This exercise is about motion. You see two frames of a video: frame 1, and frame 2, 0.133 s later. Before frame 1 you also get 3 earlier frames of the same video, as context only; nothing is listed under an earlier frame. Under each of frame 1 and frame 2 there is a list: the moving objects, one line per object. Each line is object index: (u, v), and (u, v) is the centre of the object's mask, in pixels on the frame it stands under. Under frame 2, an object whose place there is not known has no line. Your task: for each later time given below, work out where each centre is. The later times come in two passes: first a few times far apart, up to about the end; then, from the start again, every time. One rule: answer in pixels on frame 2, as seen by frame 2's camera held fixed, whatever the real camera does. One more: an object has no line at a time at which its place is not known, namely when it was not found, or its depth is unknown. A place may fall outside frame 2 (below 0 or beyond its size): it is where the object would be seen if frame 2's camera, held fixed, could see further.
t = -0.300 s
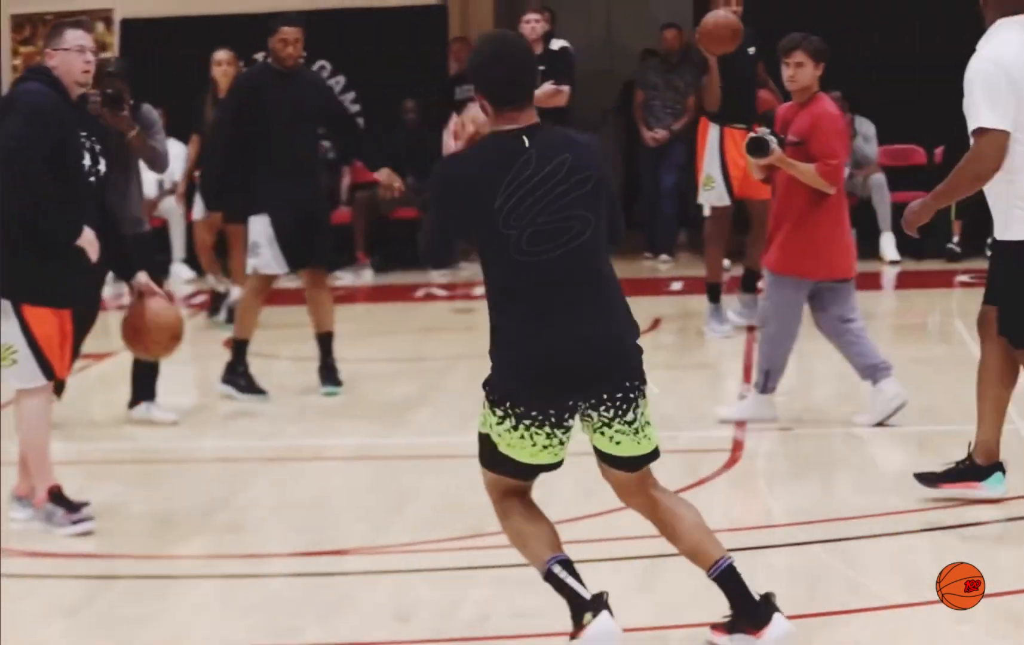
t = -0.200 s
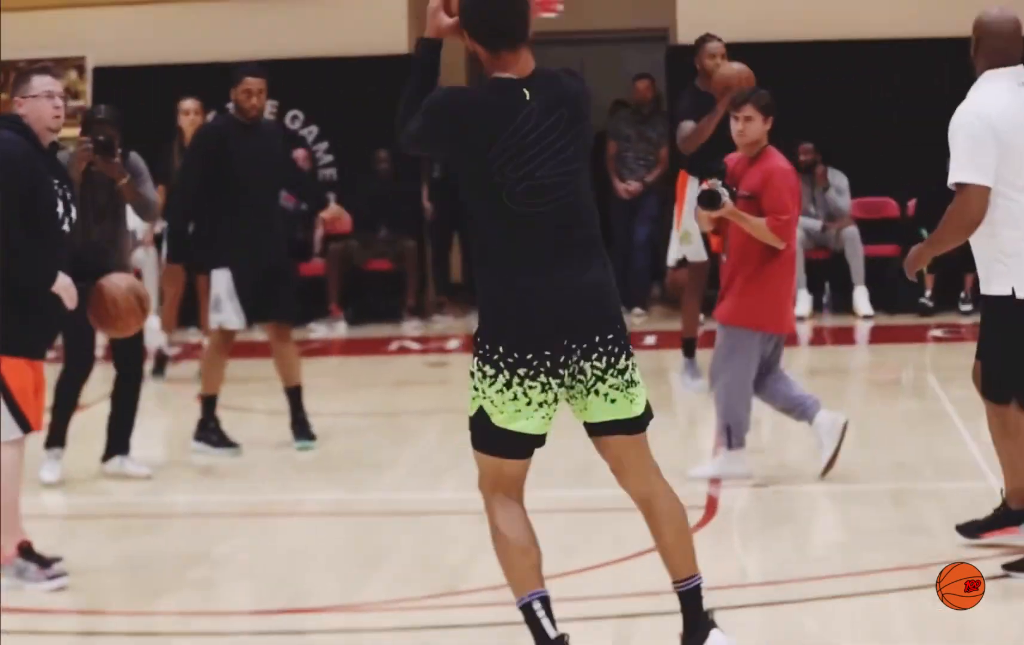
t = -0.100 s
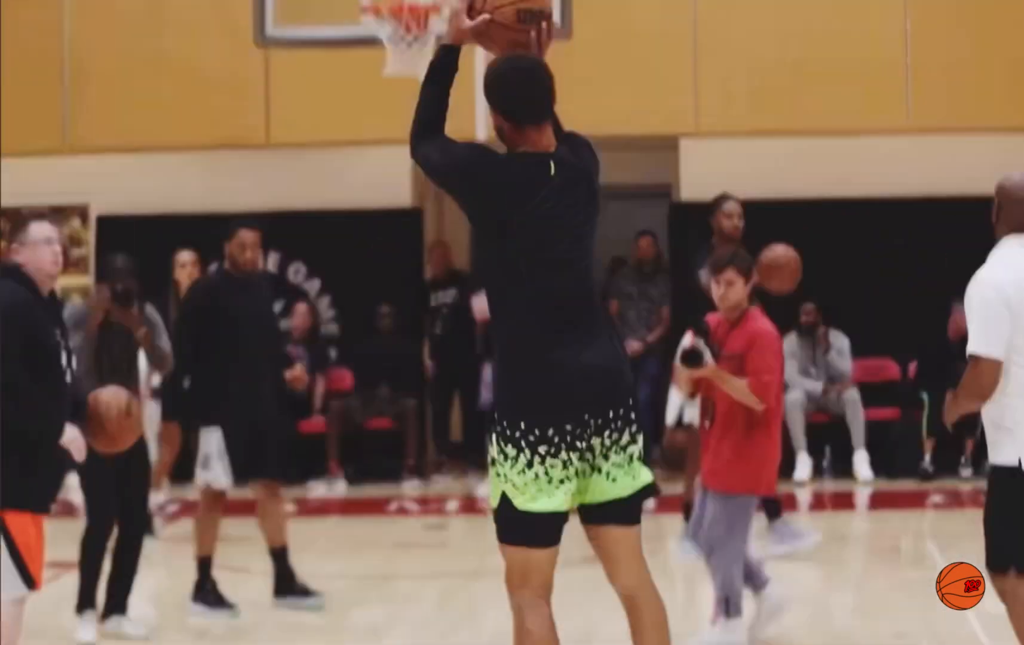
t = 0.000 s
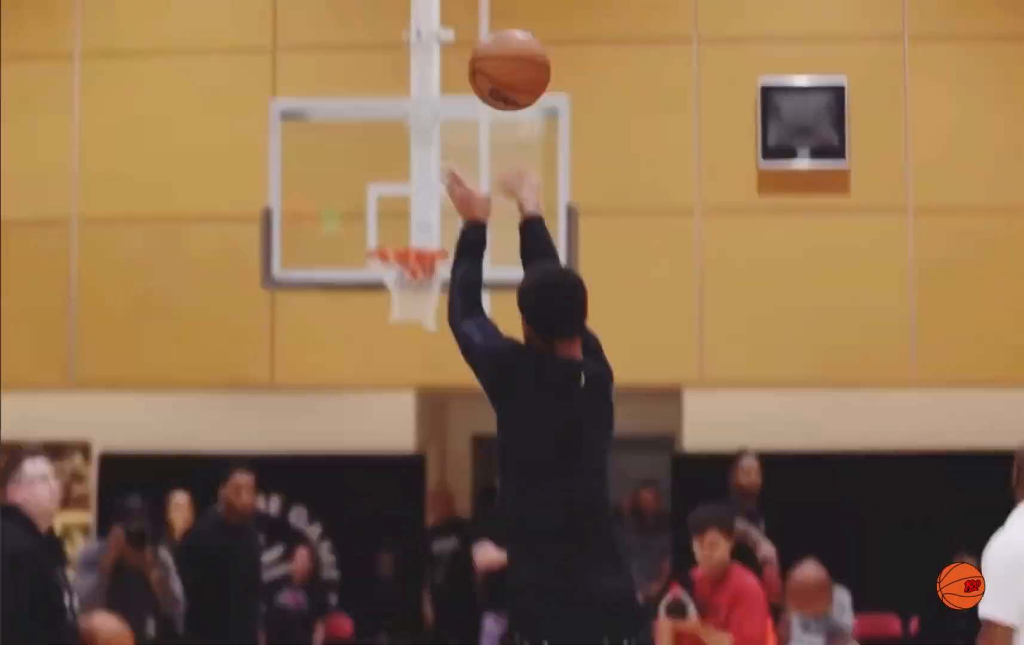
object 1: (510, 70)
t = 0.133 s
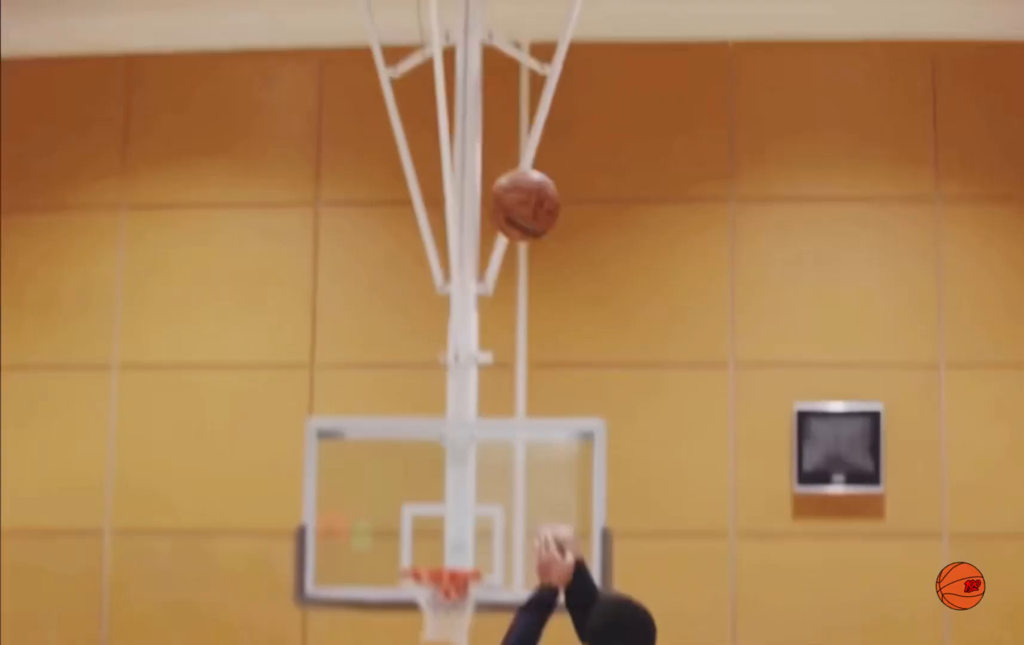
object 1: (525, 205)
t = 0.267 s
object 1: (508, 104)
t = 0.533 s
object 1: (483, 64)
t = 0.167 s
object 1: (520, 174)
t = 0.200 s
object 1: (515, 147)
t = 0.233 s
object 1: (511, 124)
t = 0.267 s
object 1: (508, 104)
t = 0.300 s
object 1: (504, 90)
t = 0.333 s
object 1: (501, 77)
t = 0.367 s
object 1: (497, 68)
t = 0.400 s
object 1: (494, 62)
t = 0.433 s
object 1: (492, 59)
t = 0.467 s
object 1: (489, 58)
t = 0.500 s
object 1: (485, 61)
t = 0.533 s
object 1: (483, 64)
